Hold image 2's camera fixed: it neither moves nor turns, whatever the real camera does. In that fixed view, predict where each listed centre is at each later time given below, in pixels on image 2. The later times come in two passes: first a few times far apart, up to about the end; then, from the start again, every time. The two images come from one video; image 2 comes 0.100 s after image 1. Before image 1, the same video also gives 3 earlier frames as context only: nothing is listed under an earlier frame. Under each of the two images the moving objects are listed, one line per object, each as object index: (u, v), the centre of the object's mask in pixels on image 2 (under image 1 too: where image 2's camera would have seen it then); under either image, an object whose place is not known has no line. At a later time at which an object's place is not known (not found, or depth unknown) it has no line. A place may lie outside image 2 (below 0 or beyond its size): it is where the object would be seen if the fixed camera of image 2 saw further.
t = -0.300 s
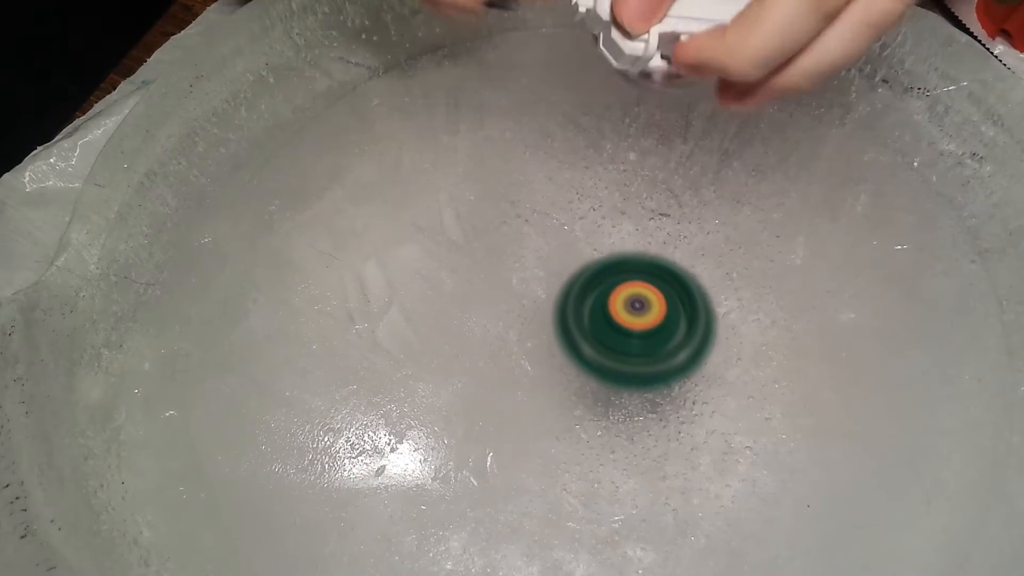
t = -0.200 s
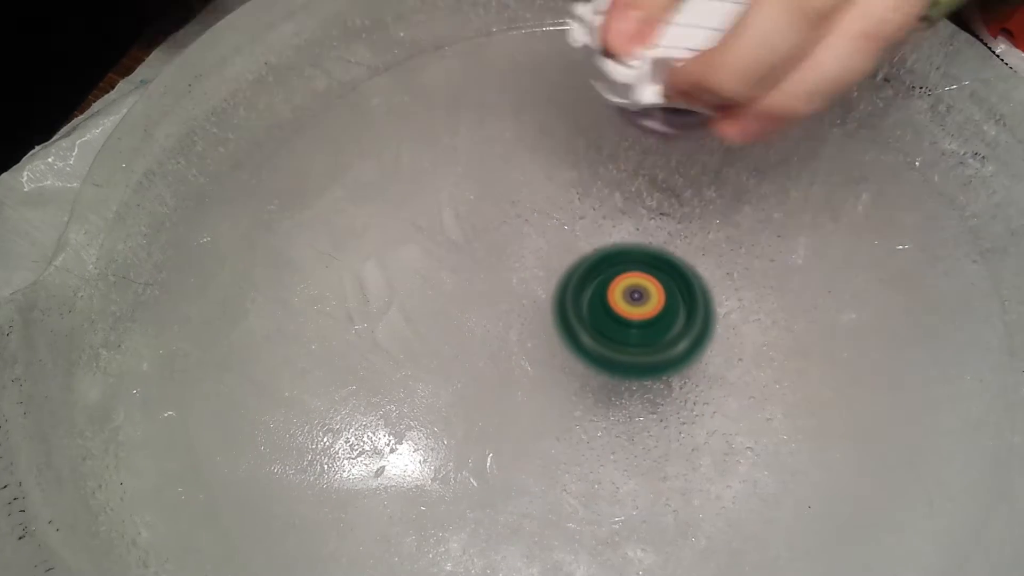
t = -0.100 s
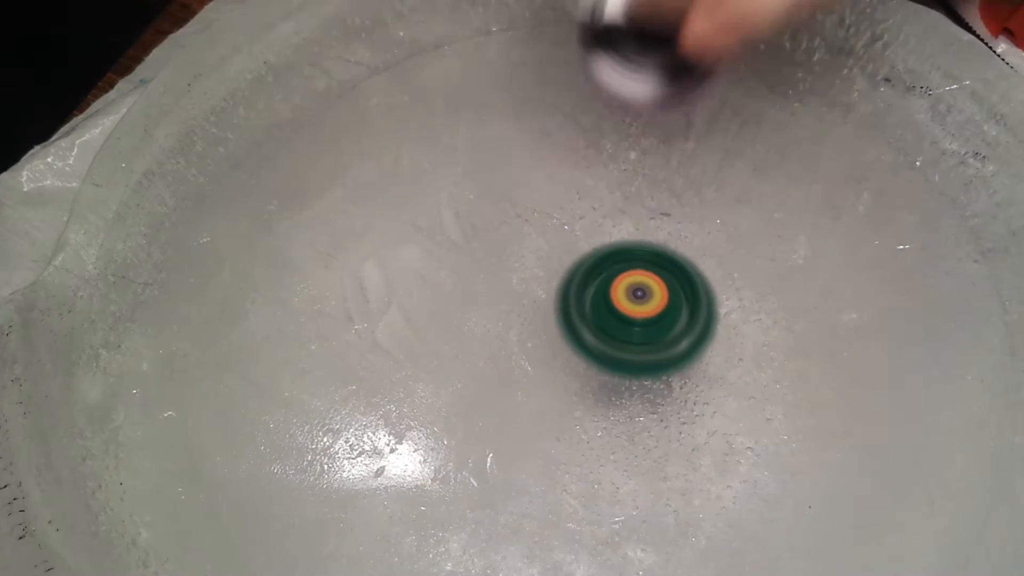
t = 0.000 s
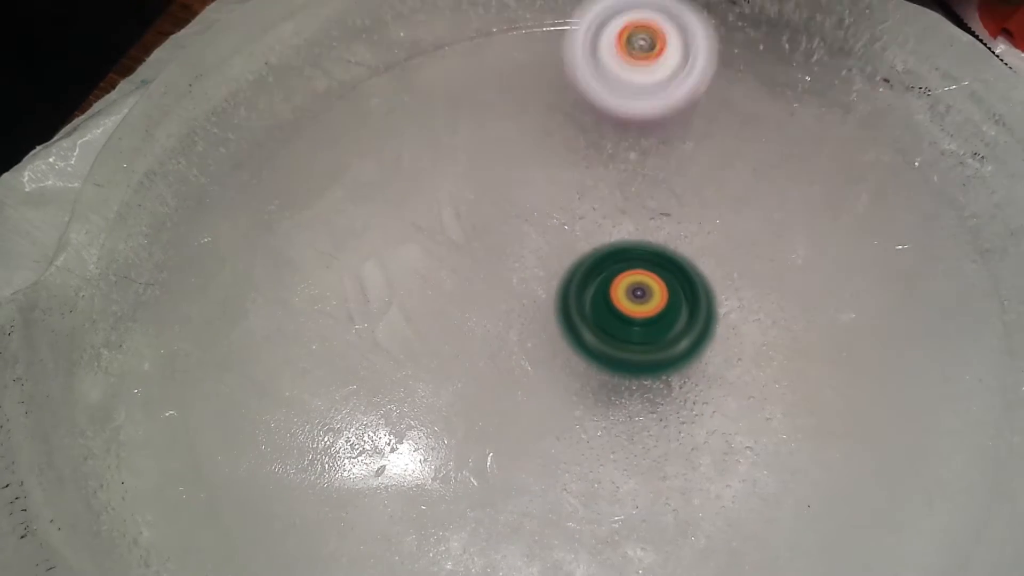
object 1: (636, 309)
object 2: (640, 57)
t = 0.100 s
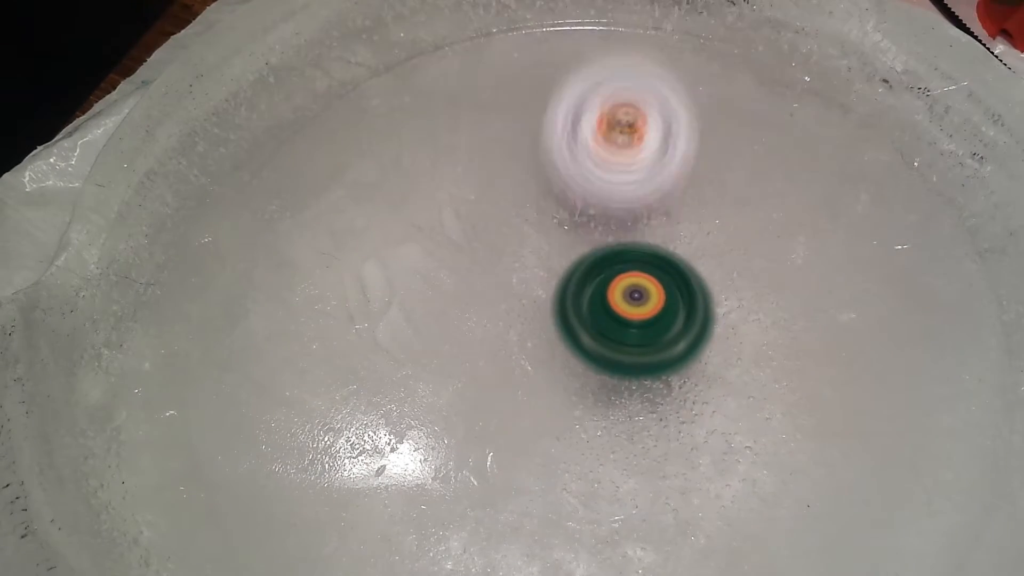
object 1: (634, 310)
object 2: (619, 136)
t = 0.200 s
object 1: (636, 390)
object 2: (594, 184)
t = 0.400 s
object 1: (668, 435)
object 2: (640, 257)
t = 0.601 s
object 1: (664, 424)
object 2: (726, 278)
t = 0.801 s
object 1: (580, 413)
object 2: (722, 312)
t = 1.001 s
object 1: (530, 435)
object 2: (697, 358)
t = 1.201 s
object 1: (518, 466)
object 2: (659, 382)
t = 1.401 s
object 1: (515, 454)
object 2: (652, 361)
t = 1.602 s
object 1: (398, 512)
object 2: (759, 262)
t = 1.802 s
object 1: (434, 463)
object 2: (737, 248)
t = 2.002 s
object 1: (570, 446)
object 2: (613, 296)
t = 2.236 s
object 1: (567, 441)
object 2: (658, 235)
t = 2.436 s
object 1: (583, 384)
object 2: (667, 235)
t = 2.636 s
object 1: (626, 389)
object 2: (659, 234)
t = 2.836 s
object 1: (641, 440)
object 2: (666, 211)
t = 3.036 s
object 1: (654, 408)
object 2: (607, 211)
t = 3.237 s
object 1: (649, 389)
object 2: (576, 187)
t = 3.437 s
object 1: (672, 395)
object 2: (633, 212)
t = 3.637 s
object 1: (642, 462)
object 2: (659, 224)
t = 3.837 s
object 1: (579, 454)
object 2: (647, 260)
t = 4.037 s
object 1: (565, 443)
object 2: (649, 281)
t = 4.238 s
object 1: (549, 420)
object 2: (655, 303)
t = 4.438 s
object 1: (547, 425)
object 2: (657, 297)
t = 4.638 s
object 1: (568, 438)
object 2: (657, 291)
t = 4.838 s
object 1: (622, 416)
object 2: (664, 257)
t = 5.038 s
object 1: (657, 364)
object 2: (670, 219)
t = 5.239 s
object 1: (670, 354)
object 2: (645, 191)
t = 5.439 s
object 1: (669, 367)
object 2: (588, 204)
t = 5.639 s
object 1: (720, 385)
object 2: (576, 208)
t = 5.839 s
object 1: (741, 381)
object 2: (646, 253)
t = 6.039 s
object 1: (755, 487)
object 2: (658, 244)
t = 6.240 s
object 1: (709, 481)
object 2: (634, 322)
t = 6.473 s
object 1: (613, 469)
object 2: (666, 317)
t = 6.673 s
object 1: (502, 456)
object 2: (671, 261)
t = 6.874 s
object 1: (542, 458)
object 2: (662, 286)
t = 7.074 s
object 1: (563, 412)
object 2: (697, 305)
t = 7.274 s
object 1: (599, 406)
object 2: (732, 311)
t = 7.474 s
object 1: (575, 423)
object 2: (748, 278)
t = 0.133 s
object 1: (633, 317)
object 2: (611, 166)
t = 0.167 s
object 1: (635, 353)
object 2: (602, 176)
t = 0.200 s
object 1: (636, 390)
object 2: (594, 184)
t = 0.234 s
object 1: (639, 414)
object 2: (590, 195)
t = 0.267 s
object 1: (647, 428)
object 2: (587, 212)
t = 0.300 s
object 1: (656, 437)
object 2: (590, 225)
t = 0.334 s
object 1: (663, 441)
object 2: (600, 235)
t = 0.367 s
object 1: (667, 440)
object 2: (618, 245)
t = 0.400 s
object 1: (668, 435)
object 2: (640, 257)
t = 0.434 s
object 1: (670, 426)
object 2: (663, 269)
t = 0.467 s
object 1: (668, 428)
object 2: (685, 273)
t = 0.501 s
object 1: (667, 434)
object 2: (703, 271)
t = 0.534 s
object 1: (669, 435)
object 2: (715, 270)
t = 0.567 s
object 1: (668, 432)
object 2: (722, 272)
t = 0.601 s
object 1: (664, 424)
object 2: (726, 278)
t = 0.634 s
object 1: (645, 421)
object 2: (730, 280)
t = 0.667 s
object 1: (624, 422)
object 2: (737, 282)
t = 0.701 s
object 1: (606, 422)
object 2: (739, 286)
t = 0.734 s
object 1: (592, 419)
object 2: (737, 292)
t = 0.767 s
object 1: (584, 416)
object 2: (732, 300)
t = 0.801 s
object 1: (580, 413)
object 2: (722, 312)
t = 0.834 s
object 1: (577, 410)
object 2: (711, 323)
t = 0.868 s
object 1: (563, 414)
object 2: (707, 332)
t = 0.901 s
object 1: (554, 419)
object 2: (704, 337)
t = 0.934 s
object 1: (545, 424)
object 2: (701, 344)
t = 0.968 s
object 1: (537, 429)
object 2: (700, 351)
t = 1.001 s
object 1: (530, 435)
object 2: (697, 358)
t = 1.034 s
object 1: (526, 442)
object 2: (691, 365)
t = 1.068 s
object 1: (525, 449)
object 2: (683, 371)
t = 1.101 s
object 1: (524, 457)
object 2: (677, 376)
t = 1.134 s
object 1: (522, 463)
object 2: (669, 380)
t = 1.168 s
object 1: (521, 465)
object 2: (665, 381)
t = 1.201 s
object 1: (518, 466)
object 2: (659, 382)
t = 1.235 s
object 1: (516, 465)
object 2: (656, 380)
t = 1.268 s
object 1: (511, 463)
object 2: (656, 377)
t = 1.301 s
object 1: (508, 461)
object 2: (656, 372)
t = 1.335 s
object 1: (508, 458)
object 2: (655, 369)
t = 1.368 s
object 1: (510, 455)
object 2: (653, 365)
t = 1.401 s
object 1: (515, 454)
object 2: (652, 361)
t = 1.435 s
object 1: (509, 457)
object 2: (655, 355)
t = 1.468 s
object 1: (474, 480)
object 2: (683, 334)
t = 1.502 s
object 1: (444, 496)
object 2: (710, 312)
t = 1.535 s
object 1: (423, 505)
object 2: (730, 294)
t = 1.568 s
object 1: (408, 510)
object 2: (745, 276)
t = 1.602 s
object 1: (398, 512)
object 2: (759, 262)
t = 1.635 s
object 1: (393, 511)
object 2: (764, 252)
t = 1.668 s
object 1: (393, 508)
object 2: (767, 246)
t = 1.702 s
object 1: (398, 501)
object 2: (765, 243)
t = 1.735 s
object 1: (406, 490)
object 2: (760, 242)
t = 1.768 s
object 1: (418, 477)
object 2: (750, 244)
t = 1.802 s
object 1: (434, 463)
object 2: (737, 248)
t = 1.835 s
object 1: (453, 454)
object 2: (720, 254)
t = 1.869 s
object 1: (478, 453)
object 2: (699, 265)
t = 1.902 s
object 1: (505, 454)
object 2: (678, 275)
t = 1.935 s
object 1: (531, 449)
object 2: (651, 287)
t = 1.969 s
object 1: (555, 442)
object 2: (628, 297)
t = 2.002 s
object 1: (570, 446)
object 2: (613, 296)
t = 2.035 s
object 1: (573, 458)
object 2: (611, 284)
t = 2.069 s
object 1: (574, 466)
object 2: (613, 277)
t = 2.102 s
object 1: (577, 468)
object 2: (621, 269)
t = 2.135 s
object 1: (575, 465)
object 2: (629, 260)
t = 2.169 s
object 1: (573, 460)
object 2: (639, 250)
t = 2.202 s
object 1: (570, 452)
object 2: (649, 242)
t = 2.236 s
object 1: (567, 441)
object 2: (658, 235)
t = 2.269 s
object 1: (562, 425)
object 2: (664, 231)
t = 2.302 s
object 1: (560, 408)
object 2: (669, 228)
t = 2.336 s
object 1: (560, 396)
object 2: (670, 227)
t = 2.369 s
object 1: (565, 389)
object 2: (671, 228)
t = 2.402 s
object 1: (573, 387)
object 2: (670, 231)
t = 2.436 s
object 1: (583, 384)
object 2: (667, 235)
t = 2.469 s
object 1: (596, 381)
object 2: (661, 240)
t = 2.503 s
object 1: (605, 387)
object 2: (658, 240)
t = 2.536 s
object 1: (610, 393)
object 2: (660, 234)
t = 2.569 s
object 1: (614, 395)
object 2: (660, 232)
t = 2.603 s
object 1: (618, 393)
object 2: (661, 232)
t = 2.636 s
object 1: (626, 389)
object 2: (659, 234)
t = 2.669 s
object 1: (631, 406)
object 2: (660, 230)
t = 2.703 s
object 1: (632, 425)
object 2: (661, 219)
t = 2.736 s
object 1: (633, 438)
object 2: (659, 208)
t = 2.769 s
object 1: (636, 445)
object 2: (658, 204)
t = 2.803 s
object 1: (639, 445)
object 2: (661, 206)
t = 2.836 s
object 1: (641, 440)
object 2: (666, 211)
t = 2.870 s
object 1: (643, 430)
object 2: (662, 215)
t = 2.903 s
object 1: (646, 417)
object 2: (649, 220)
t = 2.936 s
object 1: (647, 403)
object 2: (639, 228)
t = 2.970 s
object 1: (649, 390)
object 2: (628, 235)
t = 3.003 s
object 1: (652, 398)
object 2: (617, 227)
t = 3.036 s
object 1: (654, 408)
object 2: (607, 211)
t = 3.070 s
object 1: (659, 413)
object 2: (600, 201)
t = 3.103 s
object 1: (663, 411)
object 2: (592, 192)
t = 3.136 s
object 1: (659, 408)
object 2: (587, 185)
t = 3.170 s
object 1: (653, 402)
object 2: (585, 180)
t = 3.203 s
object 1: (650, 397)
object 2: (580, 181)
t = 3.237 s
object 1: (649, 389)
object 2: (576, 187)
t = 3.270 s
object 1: (650, 382)
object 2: (580, 198)
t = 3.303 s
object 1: (653, 375)
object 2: (583, 212)
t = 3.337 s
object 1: (656, 369)
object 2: (593, 223)
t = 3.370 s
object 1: (663, 376)
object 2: (609, 221)
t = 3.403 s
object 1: (668, 388)
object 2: (622, 215)
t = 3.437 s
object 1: (672, 395)
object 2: (633, 212)
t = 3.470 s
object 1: (675, 400)
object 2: (641, 214)
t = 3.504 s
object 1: (675, 401)
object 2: (649, 221)
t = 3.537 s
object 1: (670, 398)
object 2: (654, 233)
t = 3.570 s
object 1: (665, 403)
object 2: (655, 244)
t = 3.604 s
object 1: (655, 437)
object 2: (658, 235)
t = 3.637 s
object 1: (642, 462)
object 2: (659, 224)
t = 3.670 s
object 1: (628, 479)
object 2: (660, 219)
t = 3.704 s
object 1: (614, 490)
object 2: (662, 222)
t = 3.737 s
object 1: (599, 486)
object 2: (662, 227)
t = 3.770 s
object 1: (590, 476)
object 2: (658, 234)
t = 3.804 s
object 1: (583, 465)
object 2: (652, 246)
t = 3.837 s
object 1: (579, 454)
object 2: (647, 260)
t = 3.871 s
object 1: (575, 443)
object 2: (643, 274)
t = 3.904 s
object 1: (573, 429)
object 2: (641, 285)
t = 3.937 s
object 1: (571, 424)
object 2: (641, 290)
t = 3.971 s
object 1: (570, 430)
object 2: (643, 285)
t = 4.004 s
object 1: (567, 437)
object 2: (647, 282)
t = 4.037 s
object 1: (565, 443)
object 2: (649, 281)
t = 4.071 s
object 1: (559, 445)
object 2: (650, 285)
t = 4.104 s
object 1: (557, 443)
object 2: (649, 290)
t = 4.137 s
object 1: (559, 438)
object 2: (649, 297)
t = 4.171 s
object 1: (559, 427)
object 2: (648, 303)
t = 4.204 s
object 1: (553, 421)
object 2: (650, 305)
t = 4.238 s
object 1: (549, 420)
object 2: (655, 303)
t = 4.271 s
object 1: (545, 423)
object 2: (658, 300)
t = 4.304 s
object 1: (543, 430)
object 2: (658, 297)
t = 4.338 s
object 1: (543, 435)
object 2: (657, 296)
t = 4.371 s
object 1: (546, 437)
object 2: (657, 296)
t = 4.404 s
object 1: (549, 433)
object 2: (657, 296)
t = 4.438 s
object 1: (547, 425)
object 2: (657, 297)
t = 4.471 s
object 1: (548, 421)
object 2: (657, 298)
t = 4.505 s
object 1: (551, 421)
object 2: (657, 298)
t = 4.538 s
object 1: (555, 423)
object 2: (656, 299)
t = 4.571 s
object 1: (558, 424)
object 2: (656, 299)
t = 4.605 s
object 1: (562, 431)
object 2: (657, 294)
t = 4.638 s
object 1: (568, 438)
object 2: (657, 291)
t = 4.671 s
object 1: (574, 437)
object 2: (656, 289)
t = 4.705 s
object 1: (585, 431)
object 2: (654, 288)
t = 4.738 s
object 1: (597, 425)
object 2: (655, 285)
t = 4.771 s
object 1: (607, 426)
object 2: (659, 275)
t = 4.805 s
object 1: (613, 424)
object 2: (663, 266)
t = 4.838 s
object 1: (622, 416)
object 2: (664, 257)
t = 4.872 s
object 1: (631, 404)
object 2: (664, 251)
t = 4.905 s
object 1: (639, 393)
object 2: (665, 248)
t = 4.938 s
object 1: (645, 387)
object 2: (666, 240)
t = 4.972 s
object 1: (649, 380)
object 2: (668, 229)
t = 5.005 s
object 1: (652, 372)
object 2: (669, 223)
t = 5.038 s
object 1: (657, 364)
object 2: (670, 219)
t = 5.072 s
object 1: (661, 357)
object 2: (670, 216)
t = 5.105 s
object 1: (666, 354)
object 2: (670, 211)
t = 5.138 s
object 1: (669, 348)
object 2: (668, 206)
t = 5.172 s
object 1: (667, 346)
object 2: (660, 202)
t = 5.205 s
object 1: (666, 345)
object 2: (653, 198)
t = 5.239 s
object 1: (670, 354)
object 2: (645, 191)
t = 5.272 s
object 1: (671, 365)
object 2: (634, 185)
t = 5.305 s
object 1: (672, 371)
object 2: (622, 183)
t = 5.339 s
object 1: (671, 375)
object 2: (610, 186)
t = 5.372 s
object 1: (668, 375)
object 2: (601, 191)
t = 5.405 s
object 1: (668, 372)
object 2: (593, 198)
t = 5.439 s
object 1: (669, 367)
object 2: (588, 204)
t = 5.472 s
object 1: (669, 361)
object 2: (584, 214)
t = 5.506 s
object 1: (670, 357)
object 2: (585, 220)
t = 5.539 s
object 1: (686, 369)
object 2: (582, 214)
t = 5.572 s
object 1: (699, 378)
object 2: (580, 208)
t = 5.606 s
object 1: (711, 382)
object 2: (576, 205)
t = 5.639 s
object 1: (720, 385)
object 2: (576, 208)
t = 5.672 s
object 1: (727, 387)
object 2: (581, 213)
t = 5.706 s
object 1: (733, 386)
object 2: (589, 220)
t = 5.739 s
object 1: (737, 383)
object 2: (598, 232)
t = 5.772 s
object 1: (738, 379)
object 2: (611, 243)
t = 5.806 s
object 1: (738, 373)
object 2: (630, 251)
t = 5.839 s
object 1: (741, 381)
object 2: (646, 253)
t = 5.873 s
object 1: (752, 412)
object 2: (653, 239)
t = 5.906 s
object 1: (757, 438)
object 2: (656, 227)
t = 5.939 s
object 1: (760, 458)
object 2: (658, 223)
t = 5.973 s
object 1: (759, 472)
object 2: (661, 227)
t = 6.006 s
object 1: (757, 481)
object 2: (662, 234)
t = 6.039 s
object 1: (755, 487)
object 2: (658, 244)
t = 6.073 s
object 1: (751, 490)
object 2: (652, 259)
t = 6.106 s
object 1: (745, 490)
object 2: (645, 278)
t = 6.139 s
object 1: (737, 486)
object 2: (639, 294)
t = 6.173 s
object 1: (726, 480)
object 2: (636, 309)
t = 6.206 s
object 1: (714, 472)
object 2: (637, 322)
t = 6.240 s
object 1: (709, 481)
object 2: (634, 322)
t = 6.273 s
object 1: (702, 488)
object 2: (634, 315)
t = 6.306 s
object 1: (690, 491)
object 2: (639, 310)
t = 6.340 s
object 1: (676, 489)
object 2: (645, 309)
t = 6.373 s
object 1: (660, 485)
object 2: (652, 311)
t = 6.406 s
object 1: (646, 476)
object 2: (657, 314)
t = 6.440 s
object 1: (631, 466)
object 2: (661, 317)
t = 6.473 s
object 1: (613, 469)
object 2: (666, 317)
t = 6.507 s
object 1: (590, 479)
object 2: (674, 303)
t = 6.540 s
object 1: (570, 482)
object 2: (677, 289)
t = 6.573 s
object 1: (549, 481)
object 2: (678, 278)
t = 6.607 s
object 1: (531, 475)
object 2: (677, 270)
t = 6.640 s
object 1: (515, 467)
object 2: (675, 264)
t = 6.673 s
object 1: (502, 456)
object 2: (671, 261)
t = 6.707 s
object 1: (492, 445)
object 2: (668, 261)
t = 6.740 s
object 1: (492, 440)
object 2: (664, 262)
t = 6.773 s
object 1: (502, 445)
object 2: (662, 266)
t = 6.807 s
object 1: (516, 454)
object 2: (662, 271)
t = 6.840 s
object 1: (529, 459)
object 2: (661, 278)
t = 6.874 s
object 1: (542, 458)
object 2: (662, 286)
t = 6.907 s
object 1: (552, 452)
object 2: (663, 293)
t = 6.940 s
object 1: (561, 444)
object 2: (664, 301)
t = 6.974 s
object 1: (568, 432)
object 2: (666, 305)
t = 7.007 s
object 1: (570, 422)
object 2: (671, 308)
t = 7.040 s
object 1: (566, 418)
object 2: (684, 306)
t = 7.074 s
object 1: (563, 412)
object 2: (697, 305)
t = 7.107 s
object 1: (563, 407)
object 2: (706, 305)
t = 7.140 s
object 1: (568, 406)
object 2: (713, 307)
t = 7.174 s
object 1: (577, 406)
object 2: (719, 308)
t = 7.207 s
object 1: (586, 407)
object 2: (725, 309)
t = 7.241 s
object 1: (595, 404)
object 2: (728, 311)
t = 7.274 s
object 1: (599, 406)
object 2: (732, 311)
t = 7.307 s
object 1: (587, 419)
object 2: (749, 301)
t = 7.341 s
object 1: (577, 425)
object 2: (758, 291)
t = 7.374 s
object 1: (574, 429)
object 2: (762, 284)
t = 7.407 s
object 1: (574, 432)
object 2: (761, 280)
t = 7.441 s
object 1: (573, 429)
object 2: (756, 277)
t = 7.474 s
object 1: (575, 423)
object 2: (748, 278)
